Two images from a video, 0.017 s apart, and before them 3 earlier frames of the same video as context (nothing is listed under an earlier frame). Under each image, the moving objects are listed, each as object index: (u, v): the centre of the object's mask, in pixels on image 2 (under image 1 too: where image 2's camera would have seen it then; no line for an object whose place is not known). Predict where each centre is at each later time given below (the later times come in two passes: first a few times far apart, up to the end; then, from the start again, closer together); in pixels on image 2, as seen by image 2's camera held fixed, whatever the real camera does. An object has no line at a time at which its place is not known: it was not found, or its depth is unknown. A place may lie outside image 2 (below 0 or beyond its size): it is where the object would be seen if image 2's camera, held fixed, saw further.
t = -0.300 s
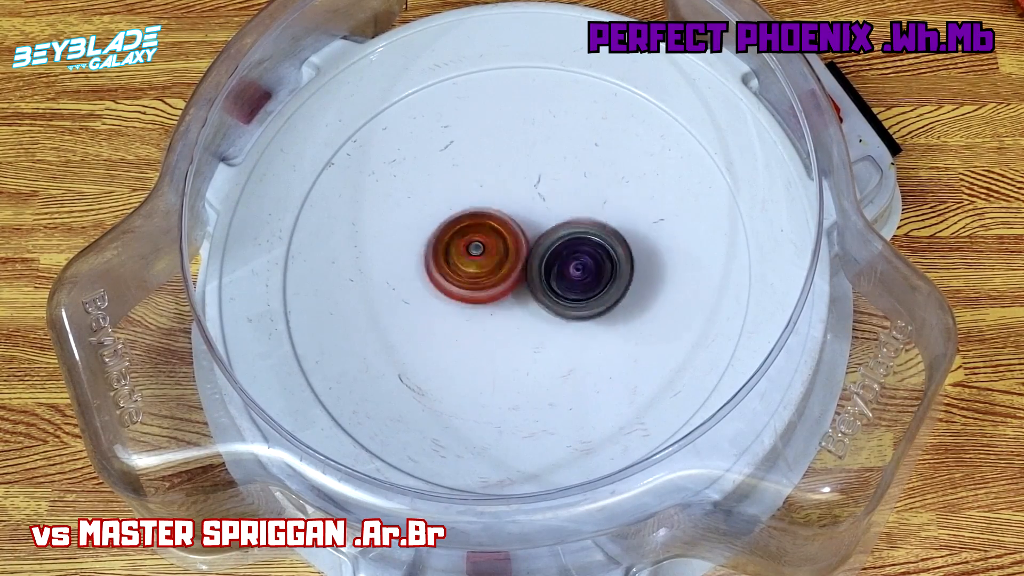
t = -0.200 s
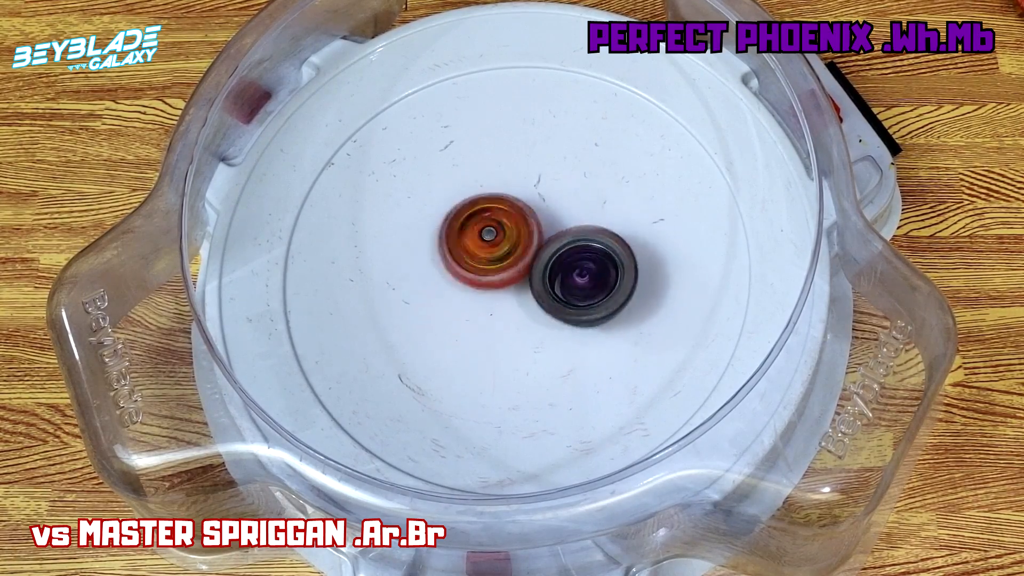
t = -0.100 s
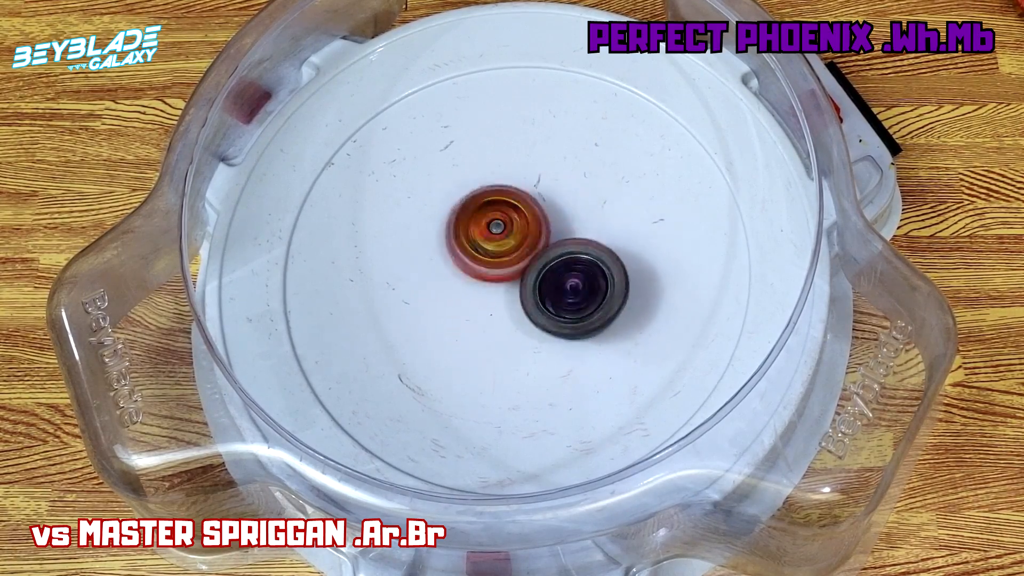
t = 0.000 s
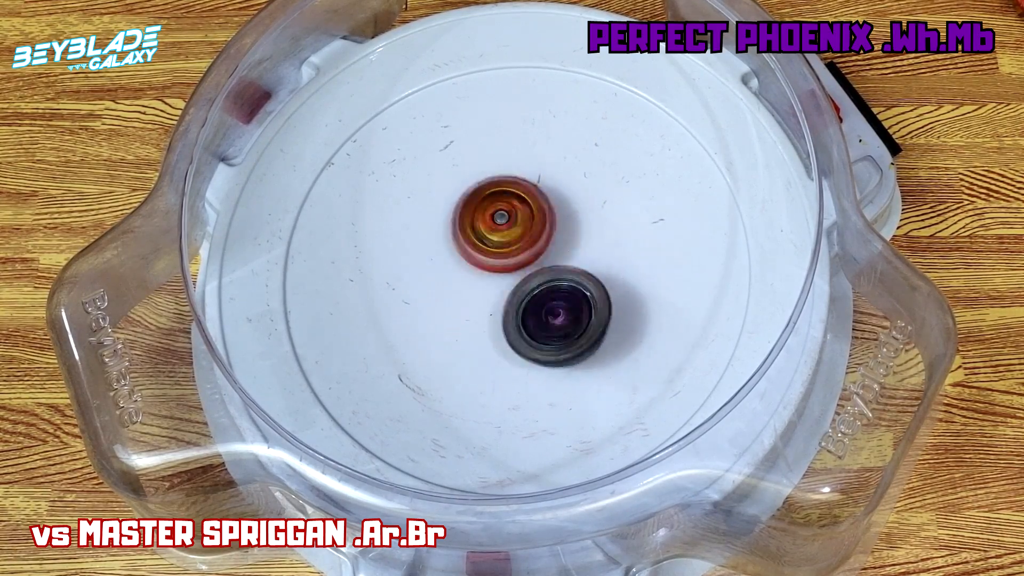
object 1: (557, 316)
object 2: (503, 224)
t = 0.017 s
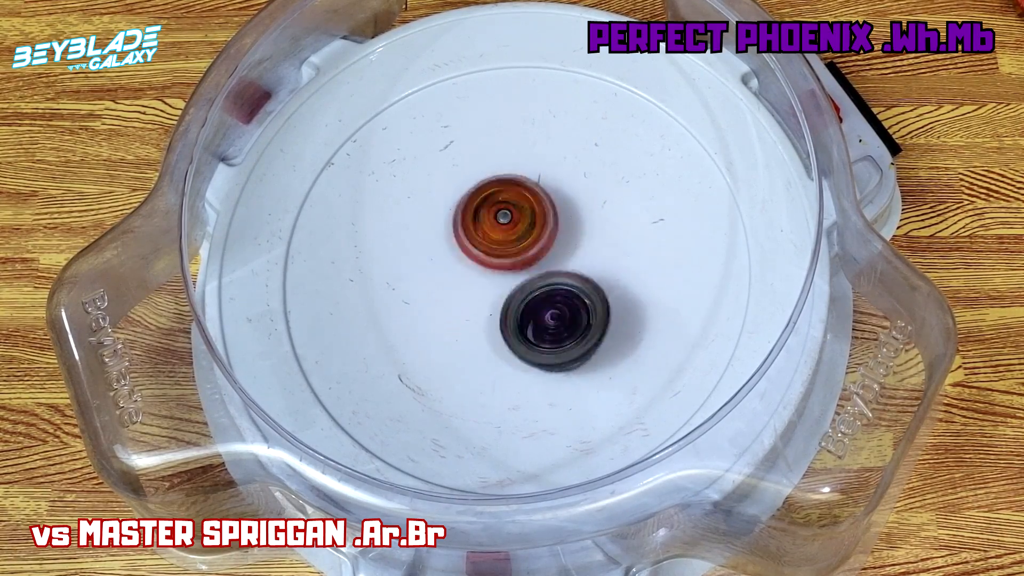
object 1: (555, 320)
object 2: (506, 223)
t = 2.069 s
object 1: (530, 199)
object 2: (514, 315)
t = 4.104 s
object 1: (569, 227)
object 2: (531, 325)
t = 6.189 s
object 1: (569, 226)
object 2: (532, 323)
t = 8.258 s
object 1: (569, 226)
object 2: (532, 323)
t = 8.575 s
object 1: (569, 226)
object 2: (532, 323)
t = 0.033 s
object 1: (551, 322)
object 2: (507, 223)
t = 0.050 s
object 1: (544, 321)
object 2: (509, 223)
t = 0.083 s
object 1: (531, 315)
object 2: (515, 224)
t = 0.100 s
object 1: (522, 317)
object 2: (516, 221)
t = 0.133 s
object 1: (512, 318)
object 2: (520, 215)
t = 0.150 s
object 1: (512, 315)
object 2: (523, 213)
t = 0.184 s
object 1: (507, 302)
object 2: (525, 213)
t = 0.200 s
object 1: (501, 304)
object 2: (529, 211)
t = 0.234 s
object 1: (499, 302)
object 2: (532, 214)
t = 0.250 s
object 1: (497, 302)
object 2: (535, 215)
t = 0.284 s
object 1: (496, 305)
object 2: (541, 220)
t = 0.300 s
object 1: (495, 306)
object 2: (542, 222)
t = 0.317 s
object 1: (491, 307)
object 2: (545, 226)
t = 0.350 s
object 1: (489, 310)
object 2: (550, 230)
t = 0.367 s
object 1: (487, 309)
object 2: (553, 233)
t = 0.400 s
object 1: (484, 305)
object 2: (558, 236)
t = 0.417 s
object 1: (481, 303)
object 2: (560, 237)
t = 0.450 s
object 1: (479, 298)
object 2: (563, 238)
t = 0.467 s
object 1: (478, 295)
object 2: (565, 239)
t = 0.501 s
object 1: (467, 291)
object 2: (575, 237)
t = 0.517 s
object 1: (464, 289)
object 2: (574, 242)
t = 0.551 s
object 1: (462, 282)
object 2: (574, 245)
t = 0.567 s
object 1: (466, 275)
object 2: (570, 249)
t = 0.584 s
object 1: (467, 268)
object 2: (573, 249)
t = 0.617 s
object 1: (462, 257)
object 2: (574, 251)
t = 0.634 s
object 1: (463, 257)
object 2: (575, 255)
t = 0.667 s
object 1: (467, 249)
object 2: (575, 258)
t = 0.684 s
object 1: (465, 243)
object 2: (576, 261)
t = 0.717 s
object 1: (467, 241)
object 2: (574, 266)
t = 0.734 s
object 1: (464, 239)
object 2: (577, 267)
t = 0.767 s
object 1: (458, 239)
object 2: (580, 271)
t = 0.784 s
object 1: (461, 240)
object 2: (577, 272)
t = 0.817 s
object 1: (469, 245)
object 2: (571, 277)
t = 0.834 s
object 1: (471, 243)
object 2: (569, 279)
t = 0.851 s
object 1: (469, 239)
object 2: (573, 280)
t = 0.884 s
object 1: (468, 241)
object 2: (570, 286)
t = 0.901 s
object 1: (467, 243)
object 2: (567, 289)
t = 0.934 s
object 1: (473, 241)
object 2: (563, 292)
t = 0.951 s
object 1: (471, 235)
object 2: (564, 296)
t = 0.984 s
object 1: (464, 231)
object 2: (559, 299)
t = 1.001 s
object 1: (462, 227)
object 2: (555, 300)
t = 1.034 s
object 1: (465, 230)
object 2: (548, 302)
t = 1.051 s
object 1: (472, 229)
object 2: (547, 305)
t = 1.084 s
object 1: (481, 226)
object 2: (545, 310)
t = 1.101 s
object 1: (486, 225)
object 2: (545, 314)
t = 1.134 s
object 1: (493, 226)
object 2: (542, 317)
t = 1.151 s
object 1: (497, 223)
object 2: (542, 318)
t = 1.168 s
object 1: (502, 222)
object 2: (541, 318)
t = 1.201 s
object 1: (508, 214)
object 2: (541, 315)
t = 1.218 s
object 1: (511, 209)
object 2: (540, 312)
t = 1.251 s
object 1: (515, 205)
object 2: (534, 309)
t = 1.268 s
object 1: (518, 199)
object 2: (533, 311)
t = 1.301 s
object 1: (527, 194)
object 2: (533, 318)
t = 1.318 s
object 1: (530, 194)
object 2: (531, 317)
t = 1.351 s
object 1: (530, 196)
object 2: (525, 313)
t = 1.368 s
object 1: (531, 202)
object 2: (526, 314)
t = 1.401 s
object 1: (543, 209)
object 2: (524, 314)
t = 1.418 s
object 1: (541, 198)
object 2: (526, 318)
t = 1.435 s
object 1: (542, 197)
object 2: (524, 313)
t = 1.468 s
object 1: (537, 194)
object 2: (518, 313)
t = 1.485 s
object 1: (531, 200)
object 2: (515, 309)
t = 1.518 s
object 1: (526, 207)
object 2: (508, 313)
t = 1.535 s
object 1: (523, 209)
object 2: (511, 308)
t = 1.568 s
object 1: (516, 208)
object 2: (509, 307)
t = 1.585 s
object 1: (511, 205)
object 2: (507, 306)
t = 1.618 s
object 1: (509, 203)
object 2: (513, 314)
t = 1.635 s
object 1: (510, 205)
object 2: (519, 305)
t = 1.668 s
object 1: (505, 205)
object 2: (511, 305)
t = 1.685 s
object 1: (508, 202)
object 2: (512, 310)
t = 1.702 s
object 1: (511, 204)
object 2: (519, 312)
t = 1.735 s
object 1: (514, 192)
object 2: (524, 306)
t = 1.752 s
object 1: (515, 197)
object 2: (519, 299)
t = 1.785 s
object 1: (517, 200)
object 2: (509, 306)
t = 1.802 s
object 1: (525, 202)
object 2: (510, 315)
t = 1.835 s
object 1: (536, 210)
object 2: (520, 320)
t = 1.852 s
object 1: (540, 215)
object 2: (518, 318)
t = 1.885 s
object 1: (542, 212)
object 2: (515, 307)
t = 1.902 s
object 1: (544, 211)
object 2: (510, 307)
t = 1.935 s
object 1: (553, 211)
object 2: (510, 316)
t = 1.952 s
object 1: (547, 213)
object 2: (514, 316)
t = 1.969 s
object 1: (546, 207)
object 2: (514, 319)
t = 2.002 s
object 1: (544, 211)
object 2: (517, 310)
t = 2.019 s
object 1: (544, 209)
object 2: (513, 306)
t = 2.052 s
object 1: (542, 204)
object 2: (507, 314)
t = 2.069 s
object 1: (530, 199)
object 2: (514, 315)
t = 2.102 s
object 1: (517, 202)
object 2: (503, 297)
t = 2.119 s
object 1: (512, 196)
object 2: (499, 300)
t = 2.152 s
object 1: (516, 199)
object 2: (509, 305)
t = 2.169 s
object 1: (518, 199)
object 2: (511, 305)
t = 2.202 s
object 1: (516, 197)
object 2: (507, 295)
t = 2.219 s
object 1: (513, 198)
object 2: (502, 296)
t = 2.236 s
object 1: (516, 200)
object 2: (500, 299)
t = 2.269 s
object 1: (532, 202)
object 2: (501, 306)
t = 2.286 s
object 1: (534, 199)
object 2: (503, 311)
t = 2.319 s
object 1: (539, 199)
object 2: (510, 303)
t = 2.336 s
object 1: (541, 200)
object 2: (506, 302)
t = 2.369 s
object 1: (549, 213)
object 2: (501, 308)
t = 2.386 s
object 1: (557, 212)
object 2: (497, 316)
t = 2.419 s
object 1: (551, 213)
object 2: (508, 318)
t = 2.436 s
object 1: (552, 214)
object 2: (509, 318)
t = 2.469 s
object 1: (554, 217)
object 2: (513, 319)
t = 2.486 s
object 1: (553, 219)
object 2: (514, 318)
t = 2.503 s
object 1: (551, 220)
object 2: (515, 317)
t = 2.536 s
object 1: (548, 223)
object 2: (513, 314)
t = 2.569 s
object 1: (545, 225)
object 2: (511, 313)
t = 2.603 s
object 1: (541, 226)
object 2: (509, 312)
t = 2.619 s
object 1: (541, 224)
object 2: (506, 313)
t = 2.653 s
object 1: (545, 223)
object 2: (501, 315)
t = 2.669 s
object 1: (546, 226)
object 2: (499, 317)
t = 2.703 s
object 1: (547, 228)
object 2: (498, 323)
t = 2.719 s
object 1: (548, 227)
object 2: (499, 325)
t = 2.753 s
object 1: (546, 226)
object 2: (502, 329)
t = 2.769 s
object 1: (544, 224)
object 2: (504, 329)
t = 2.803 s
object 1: (541, 222)
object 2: (509, 326)
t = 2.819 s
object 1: (540, 221)
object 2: (512, 324)
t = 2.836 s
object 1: (538, 221)
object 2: (514, 321)
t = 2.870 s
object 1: (536, 222)
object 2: (517, 315)
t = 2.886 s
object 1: (536, 223)
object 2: (517, 312)
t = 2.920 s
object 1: (538, 224)
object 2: (518, 310)
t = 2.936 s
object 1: (539, 221)
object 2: (518, 313)
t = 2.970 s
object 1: (542, 220)
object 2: (517, 316)
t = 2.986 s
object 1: (543, 219)
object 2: (516, 317)
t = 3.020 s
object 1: (542, 217)
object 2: (516, 319)
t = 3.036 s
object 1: (541, 214)
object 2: (516, 321)
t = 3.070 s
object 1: (542, 210)
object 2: (517, 324)
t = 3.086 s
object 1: (543, 209)
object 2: (516, 328)
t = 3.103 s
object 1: (544, 208)
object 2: (517, 326)
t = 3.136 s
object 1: (545, 207)
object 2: (518, 323)
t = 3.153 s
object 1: (544, 207)
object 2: (518, 323)
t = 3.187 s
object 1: (541, 207)
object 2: (520, 320)
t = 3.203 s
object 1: (540, 208)
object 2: (520, 317)
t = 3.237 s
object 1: (537, 212)
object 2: (519, 313)
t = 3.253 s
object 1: (535, 212)
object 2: (519, 311)
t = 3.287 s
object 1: (535, 212)
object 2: (521, 309)
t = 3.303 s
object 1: (537, 209)
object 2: (521, 308)
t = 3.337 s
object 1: (543, 207)
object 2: (521, 310)
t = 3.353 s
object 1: (545, 207)
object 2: (521, 311)
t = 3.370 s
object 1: (547, 208)
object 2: (520, 316)
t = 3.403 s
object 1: (545, 211)
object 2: (520, 316)
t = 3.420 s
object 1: (543, 211)
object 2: (518, 315)
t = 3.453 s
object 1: (541, 207)
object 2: (513, 322)
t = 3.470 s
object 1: (541, 206)
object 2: (510, 326)
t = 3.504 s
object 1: (539, 206)
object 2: (506, 330)
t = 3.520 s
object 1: (538, 207)
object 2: (505, 332)
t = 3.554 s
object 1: (533, 210)
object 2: (504, 333)
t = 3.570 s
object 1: (531, 211)
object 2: (505, 332)
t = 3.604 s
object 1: (531, 214)
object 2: (508, 331)
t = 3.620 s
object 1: (530, 216)
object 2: (510, 331)
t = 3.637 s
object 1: (530, 219)
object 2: (513, 330)
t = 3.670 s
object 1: (530, 225)
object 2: (519, 327)
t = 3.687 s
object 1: (529, 229)
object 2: (522, 327)
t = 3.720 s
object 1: (528, 235)
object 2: (527, 326)
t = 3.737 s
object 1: (527, 239)
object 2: (529, 326)
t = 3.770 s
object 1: (527, 240)
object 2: (530, 329)
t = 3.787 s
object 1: (528, 240)
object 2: (529, 330)
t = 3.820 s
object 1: (531, 239)
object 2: (528, 330)
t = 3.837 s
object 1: (534, 238)
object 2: (528, 330)
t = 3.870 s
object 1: (538, 236)
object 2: (527, 330)
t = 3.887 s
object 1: (540, 235)
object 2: (528, 330)
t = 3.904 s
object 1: (542, 235)
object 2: (528, 329)
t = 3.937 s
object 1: (547, 235)
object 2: (530, 328)
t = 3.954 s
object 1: (551, 236)
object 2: (530, 327)
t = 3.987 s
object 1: (559, 235)
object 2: (530, 327)
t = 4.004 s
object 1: (563, 235)
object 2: (530, 327)
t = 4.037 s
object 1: (566, 231)
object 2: (530, 327)
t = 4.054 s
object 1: (567, 230)
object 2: (530, 326)
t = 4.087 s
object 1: (568, 227)
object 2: (531, 325)
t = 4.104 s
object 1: (569, 227)
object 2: (531, 325)
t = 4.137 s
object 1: (570, 226)
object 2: (531, 325)
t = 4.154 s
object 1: (570, 225)
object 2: (532, 324)
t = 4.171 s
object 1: (570, 225)
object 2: (532, 324)
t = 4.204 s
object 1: (570, 225)
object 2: (532, 323)
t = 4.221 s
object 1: (570, 225)
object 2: (532, 323)
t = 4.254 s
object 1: (569, 226)
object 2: (532, 323)
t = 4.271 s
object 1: (569, 226)
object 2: (532, 323)
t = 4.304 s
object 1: (569, 226)
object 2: (532, 323)
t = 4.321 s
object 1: (569, 226)
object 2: (532, 323)
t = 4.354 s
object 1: (569, 226)
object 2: (532, 323)
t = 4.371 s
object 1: (569, 226)
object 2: (532, 323)
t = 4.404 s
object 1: (569, 226)
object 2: (532, 323)
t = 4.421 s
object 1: (569, 226)
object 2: (532, 323)
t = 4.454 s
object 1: (569, 226)
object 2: (532, 323)
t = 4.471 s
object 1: (569, 226)
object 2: (532, 323)
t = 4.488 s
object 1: (569, 226)
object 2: (532, 323)
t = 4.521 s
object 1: (569, 226)
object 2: (532, 323)
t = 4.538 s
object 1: (569, 226)
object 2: (532, 323)
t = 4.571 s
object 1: (569, 226)
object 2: (532, 323)
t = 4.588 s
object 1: (569, 226)
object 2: (532, 323)
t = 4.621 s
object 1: (569, 226)
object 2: (532, 323)
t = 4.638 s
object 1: (569, 226)
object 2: (532, 323)
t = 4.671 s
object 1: (569, 226)
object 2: (532, 323)
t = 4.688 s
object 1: (569, 226)
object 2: (532, 323)
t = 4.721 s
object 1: (569, 226)
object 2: (532, 323)
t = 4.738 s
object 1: (569, 226)
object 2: (532, 323)
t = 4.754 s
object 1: (569, 226)
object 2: (532, 323)
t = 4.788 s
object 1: (569, 226)
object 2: (532, 323)
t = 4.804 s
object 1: (569, 226)
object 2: (532, 323)
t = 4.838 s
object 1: (569, 226)
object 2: (532, 323)
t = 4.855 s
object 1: (569, 226)
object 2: (532, 323)
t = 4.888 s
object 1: (569, 226)
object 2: (532, 323)
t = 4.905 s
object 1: (569, 226)
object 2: (532, 323)
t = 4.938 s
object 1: (569, 226)
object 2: (532, 323)
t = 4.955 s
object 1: (569, 226)
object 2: (532, 323)
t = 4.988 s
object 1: (569, 226)
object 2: (532, 323)
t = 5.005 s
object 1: (569, 226)
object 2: (532, 323)
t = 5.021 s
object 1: (569, 226)
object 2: (532, 323)
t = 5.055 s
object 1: (569, 226)
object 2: (532, 323)
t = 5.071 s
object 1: (569, 226)
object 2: (532, 323)
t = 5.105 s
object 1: (569, 226)
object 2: (532, 323)
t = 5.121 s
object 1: (569, 226)
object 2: (532, 323)
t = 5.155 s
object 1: (569, 226)
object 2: (532, 323)
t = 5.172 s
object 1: (569, 226)
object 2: (532, 323)
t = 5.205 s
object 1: (569, 226)
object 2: (532, 323)
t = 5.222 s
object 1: (569, 226)
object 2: (532, 323)
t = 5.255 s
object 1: (569, 226)
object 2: (532, 323)
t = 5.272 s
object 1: (569, 226)
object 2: (532, 323)
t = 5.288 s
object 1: (569, 226)
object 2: (532, 323)
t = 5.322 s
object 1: (569, 226)
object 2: (532, 323)
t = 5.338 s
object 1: (569, 226)
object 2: (532, 323)
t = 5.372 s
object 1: (569, 226)
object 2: (532, 323)
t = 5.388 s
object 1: (569, 226)
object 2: (532, 323)
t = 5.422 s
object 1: (569, 226)
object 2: (532, 323)
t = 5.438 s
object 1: (569, 226)
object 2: (532, 323)
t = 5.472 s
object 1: (569, 226)
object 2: (532, 323)
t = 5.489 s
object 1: (569, 226)
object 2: (532, 323)
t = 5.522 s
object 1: (569, 226)
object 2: (532, 323)
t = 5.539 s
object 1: (569, 226)
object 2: (532, 323)
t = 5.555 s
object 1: (569, 226)
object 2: (532, 323)
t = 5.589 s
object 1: (569, 226)
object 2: (532, 323)
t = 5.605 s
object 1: (569, 226)
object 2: (532, 323)
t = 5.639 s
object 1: (569, 226)
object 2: (532, 323)
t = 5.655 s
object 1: (569, 226)
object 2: (532, 323)
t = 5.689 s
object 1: (569, 226)
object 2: (532, 323)
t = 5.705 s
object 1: (569, 226)
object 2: (532, 323)
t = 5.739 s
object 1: (569, 226)
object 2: (532, 323)
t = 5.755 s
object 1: (569, 226)
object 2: (532, 323)
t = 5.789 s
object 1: (569, 226)
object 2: (532, 323)
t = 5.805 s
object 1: (569, 226)
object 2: (532, 323)
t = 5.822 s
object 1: (569, 226)
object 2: (532, 323)
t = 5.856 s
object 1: (569, 226)
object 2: (532, 323)
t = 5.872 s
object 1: (569, 226)
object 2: (532, 323)
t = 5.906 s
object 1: (569, 226)
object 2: (532, 323)
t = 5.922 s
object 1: (569, 226)
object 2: (532, 323)
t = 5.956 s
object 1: (569, 226)
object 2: (532, 323)
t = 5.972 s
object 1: (569, 226)
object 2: (532, 323)
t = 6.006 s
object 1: (569, 226)
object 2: (532, 323)
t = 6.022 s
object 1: (569, 226)
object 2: (532, 323)
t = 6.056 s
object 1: (569, 226)
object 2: (532, 323)
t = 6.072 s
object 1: (569, 226)
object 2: (532, 323)
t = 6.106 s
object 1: (569, 226)
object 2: (532, 323)
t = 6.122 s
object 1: (569, 226)
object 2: (532, 323)
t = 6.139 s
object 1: (569, 226)
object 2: (532, 323)
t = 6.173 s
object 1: (569, 226)
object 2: (532, 323)
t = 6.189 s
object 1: (569, 226)
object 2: (532, 323)
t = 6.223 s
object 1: (569, 226)
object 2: (532, 323)
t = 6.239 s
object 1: (569, 226)
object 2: (532, 323)
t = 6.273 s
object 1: (569, 226)
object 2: (532, 323)
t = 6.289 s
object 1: (569, 226)
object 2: (532, 323)
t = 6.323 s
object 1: (569, 226)
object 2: (532, 323)
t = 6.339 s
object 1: (569, 226)
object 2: (532, 323)
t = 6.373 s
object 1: (569, 226)
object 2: (532, 323)
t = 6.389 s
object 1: (569, 226)
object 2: (532, 323)
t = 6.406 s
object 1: (569, 226)
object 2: (532, 323)
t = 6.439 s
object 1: (569, 226)
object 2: (532, 323)
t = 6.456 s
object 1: (569, 226)
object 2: (532, 323)
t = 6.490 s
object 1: (569, 226)
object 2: (532, 323)
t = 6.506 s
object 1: (569, 226)
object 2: (532, 323)
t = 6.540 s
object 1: (569, 226)
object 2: (532, 323)
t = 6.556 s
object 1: (569, 226)
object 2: (532, 323)
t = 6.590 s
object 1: (569, 226)
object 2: (532, 323)
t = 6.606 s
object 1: (569, 226)
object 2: (532, 323)
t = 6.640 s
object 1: (569, 226)
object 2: (532, 323)
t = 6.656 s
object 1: (569, 226)
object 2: (532, 323)
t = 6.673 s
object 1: (569, 226)
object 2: (532, 323)
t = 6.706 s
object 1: (569, 226)
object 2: (532, 323)
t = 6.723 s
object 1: (569, 226)
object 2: (532, 323)
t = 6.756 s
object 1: (569, 226)
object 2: (532, 323)
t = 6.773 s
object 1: (569, 226)
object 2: (532, 323)
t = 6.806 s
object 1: (569, 226)
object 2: (532, 323)
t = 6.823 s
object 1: (569, 226)
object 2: (532, 323)
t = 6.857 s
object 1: (569, 226)
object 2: (532, 323)
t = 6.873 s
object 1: (569, 226)
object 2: (532, 323)
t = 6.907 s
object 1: (569, 226)
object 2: (532, 323)
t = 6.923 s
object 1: (569, 226)
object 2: (532, 323)
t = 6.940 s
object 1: (569, 226)
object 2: (532, 323)
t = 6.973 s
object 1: (569, 226)
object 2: (532, 323)
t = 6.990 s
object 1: (569, 226)
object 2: (532, 323)
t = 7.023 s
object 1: (569, 226)
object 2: (532, 323)
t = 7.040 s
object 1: (569, 226)
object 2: (532, 323)
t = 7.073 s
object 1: (569, 226)
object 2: (532, 323)
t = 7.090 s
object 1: (569, 226)
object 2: (532, 323)
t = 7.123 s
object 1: (569, 226)
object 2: (532, 323)
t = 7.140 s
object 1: (569, 226)
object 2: (532, 323)
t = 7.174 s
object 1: (569, 226)
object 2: (532, 323)
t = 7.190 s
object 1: (569, 226)
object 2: (532, 323)
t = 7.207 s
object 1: (569, 226)
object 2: (532, 323)
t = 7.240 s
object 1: (569, 226)
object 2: (532, 323)
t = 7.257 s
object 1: (569, 226)
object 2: (532, 323)
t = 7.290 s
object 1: (569, 226)
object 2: (532, 323)
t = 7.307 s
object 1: (569, 226)
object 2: (532, 323)
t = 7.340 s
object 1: (569, 226)
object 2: (532, 323)
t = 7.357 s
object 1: (569, 226)
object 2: (532, 323)
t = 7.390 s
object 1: (569, 226)
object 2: (532, 323)
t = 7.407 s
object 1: (569, 226)
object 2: (532, 323)
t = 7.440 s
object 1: (569, 226)
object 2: (532, 323)
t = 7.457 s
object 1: (569, 226)
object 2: (532, 323)
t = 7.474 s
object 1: (569, 226)
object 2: (532, 323)
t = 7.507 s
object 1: (569, 226)
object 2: (532, 323)
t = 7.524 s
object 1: (569, 226)
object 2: (532, 323)
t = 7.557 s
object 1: (569, 226)
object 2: (532, 323)
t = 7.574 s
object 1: (569, 226)
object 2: (532, 323)
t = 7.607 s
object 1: (569, 226)
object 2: (532, 323)
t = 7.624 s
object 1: (569, 226)
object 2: (532, 323)
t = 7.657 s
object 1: (569, 226)
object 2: (532, 323)
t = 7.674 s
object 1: (569, 226)
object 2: (532, 323)
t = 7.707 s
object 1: (569, 226)
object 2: (532, 323)
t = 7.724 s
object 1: (569, 226)
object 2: (532, 323)
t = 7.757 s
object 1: (569, 226)
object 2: (532, 323)
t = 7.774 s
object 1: (569, 226)
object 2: (532, 323)
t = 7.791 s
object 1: (569, 226)
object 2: (532, 323)
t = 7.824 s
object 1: (569, 226)
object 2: (532, 323)
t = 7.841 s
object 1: (569, 226)
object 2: (532, 323)
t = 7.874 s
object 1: (569, 226)
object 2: (532, 323)
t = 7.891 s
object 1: (569, 226)
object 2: (532, 323)
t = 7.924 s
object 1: (569, 226)
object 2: (532, 323)
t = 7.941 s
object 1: (569, 226)
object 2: (532, 323)
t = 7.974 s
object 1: (569, 226)
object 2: (532, 323)
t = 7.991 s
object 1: (569, 226)
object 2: (532, 323)
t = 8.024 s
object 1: (569, 226)
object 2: (532, 323)
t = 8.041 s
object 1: (569, 226)
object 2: (532, 323)
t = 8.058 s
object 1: (569, 226)
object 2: (532, 323)
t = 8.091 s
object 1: (569, 226)
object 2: (532, 323)
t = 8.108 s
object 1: (569, 226)
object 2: (532, 323)
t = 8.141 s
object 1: (569, 226)
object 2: (532, 323)
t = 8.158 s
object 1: (569, 226)
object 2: (532, 323)
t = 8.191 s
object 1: (569, 226)
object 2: (532, 323)
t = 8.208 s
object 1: (569, 226)
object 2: (532, 323)
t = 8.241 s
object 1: (569, 226)
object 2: (532, 323)
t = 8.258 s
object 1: (569, 226)
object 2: (532, 323)
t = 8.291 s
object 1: (569, 226)
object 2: (532, 323)
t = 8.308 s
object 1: (569, 226)
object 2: (532, 323)
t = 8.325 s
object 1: (569, 226)
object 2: (532, 323)
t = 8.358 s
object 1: (569, 226)
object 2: (532, 323)
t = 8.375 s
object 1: (569, 226)
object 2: (532, 323)
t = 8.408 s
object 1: (569, 226)
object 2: (532, 323)
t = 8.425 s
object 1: (569, 226)
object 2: (532, 323)
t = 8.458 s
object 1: (569, 226)
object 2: (532, 323)
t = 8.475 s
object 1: (569, 226)
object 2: (532, 323)
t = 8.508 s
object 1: (569, 226)
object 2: (532, 323)
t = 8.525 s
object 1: (569, 226)
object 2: (532, 323)
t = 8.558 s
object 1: (569, 226)
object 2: (532, 323)
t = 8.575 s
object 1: (569, 226)
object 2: (532, 323)
